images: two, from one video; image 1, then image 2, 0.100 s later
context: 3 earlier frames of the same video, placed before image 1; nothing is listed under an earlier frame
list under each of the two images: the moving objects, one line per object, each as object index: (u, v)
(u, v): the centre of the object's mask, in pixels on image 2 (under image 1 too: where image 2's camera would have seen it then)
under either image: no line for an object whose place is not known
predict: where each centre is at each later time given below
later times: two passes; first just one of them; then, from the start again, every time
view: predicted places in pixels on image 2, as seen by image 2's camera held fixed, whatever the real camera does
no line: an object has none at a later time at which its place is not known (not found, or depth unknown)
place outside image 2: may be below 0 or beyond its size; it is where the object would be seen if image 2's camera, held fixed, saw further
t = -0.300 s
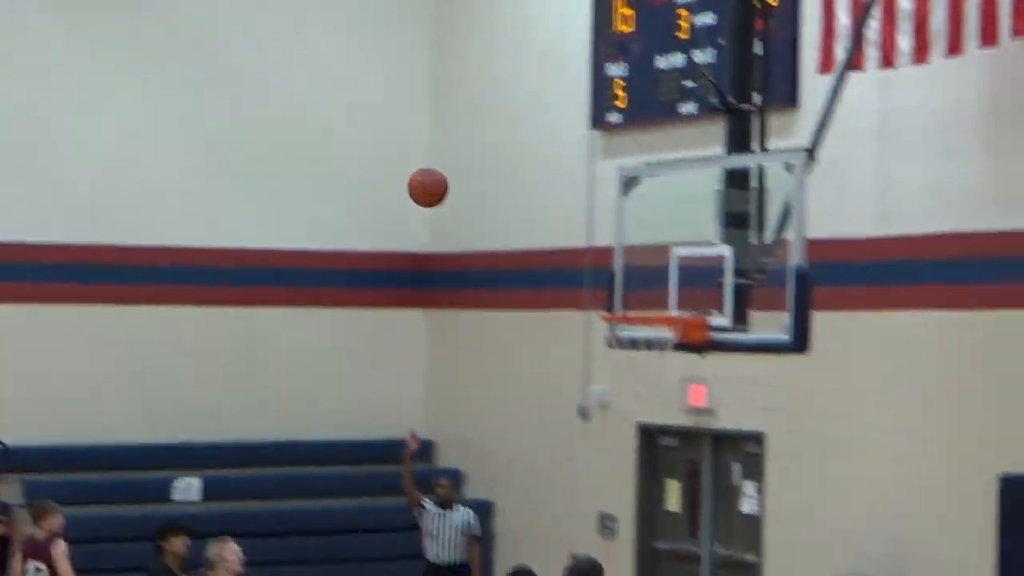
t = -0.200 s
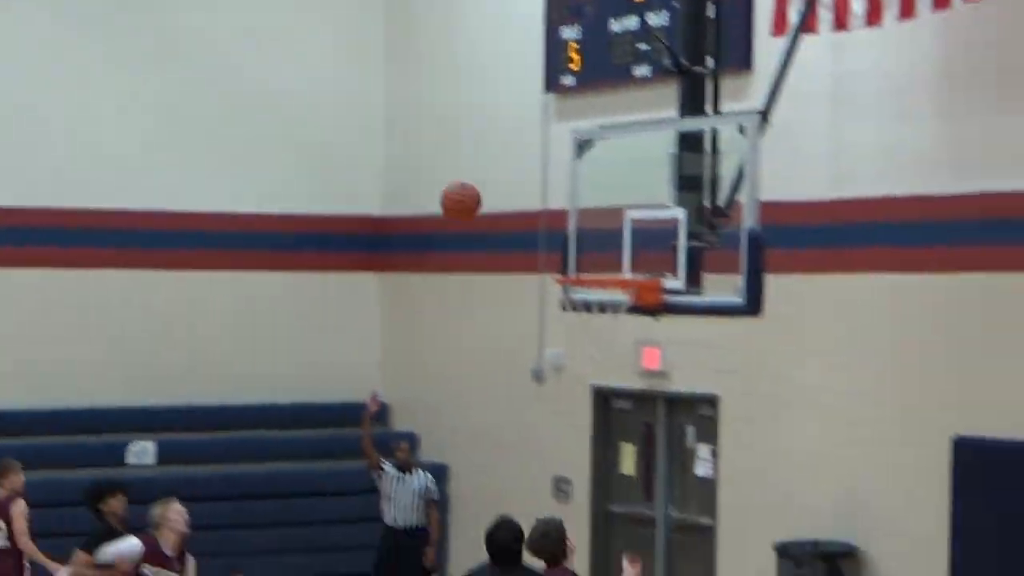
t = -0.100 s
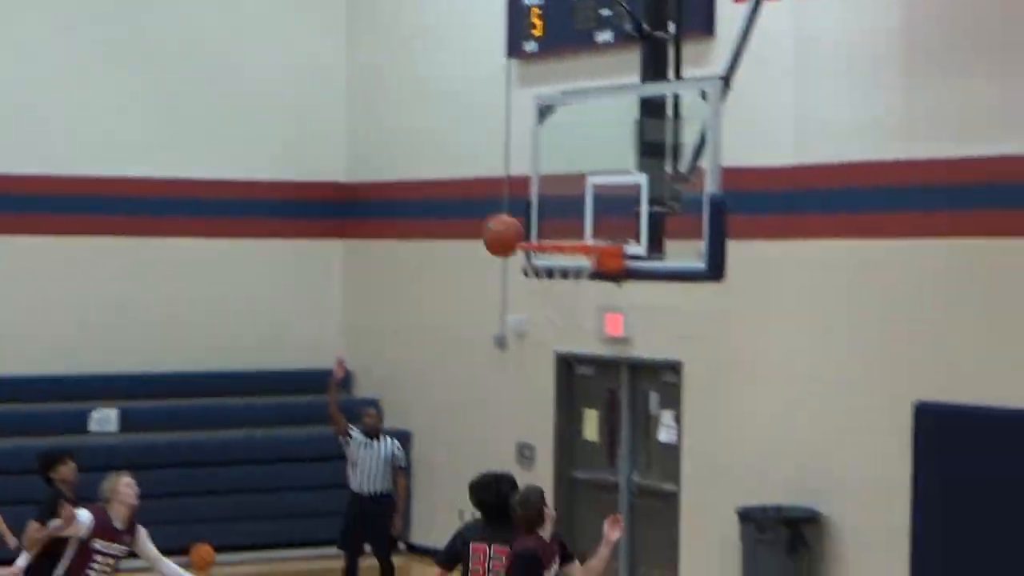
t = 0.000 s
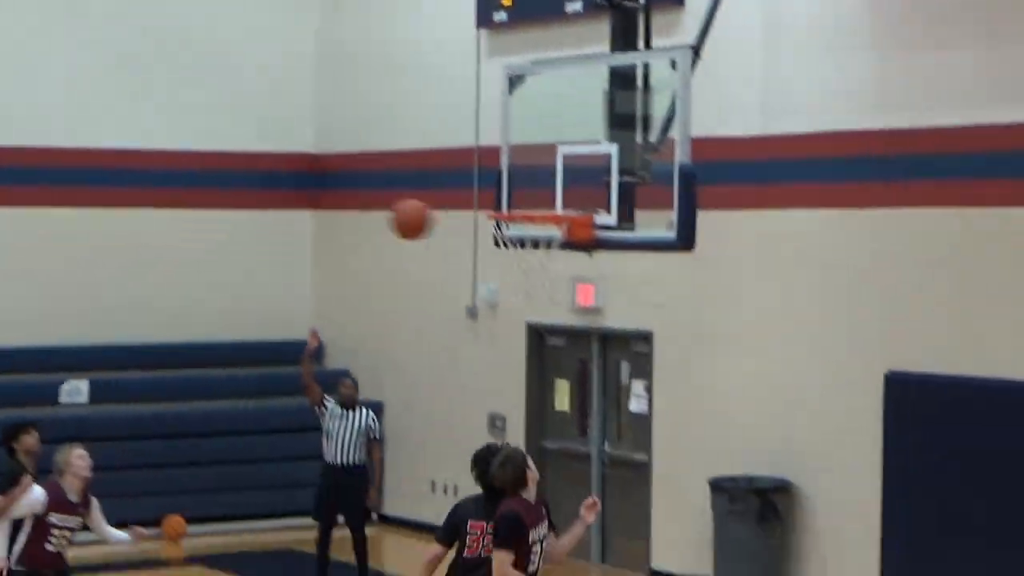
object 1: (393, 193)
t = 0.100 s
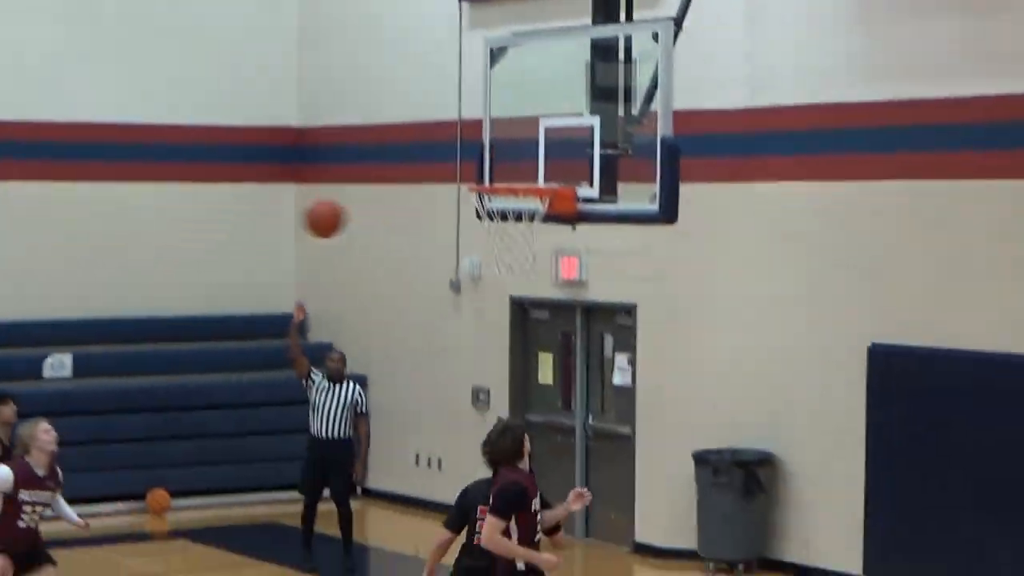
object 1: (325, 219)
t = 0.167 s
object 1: (279, 241)
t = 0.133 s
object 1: (302, 229)
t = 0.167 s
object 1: (279, 241)
